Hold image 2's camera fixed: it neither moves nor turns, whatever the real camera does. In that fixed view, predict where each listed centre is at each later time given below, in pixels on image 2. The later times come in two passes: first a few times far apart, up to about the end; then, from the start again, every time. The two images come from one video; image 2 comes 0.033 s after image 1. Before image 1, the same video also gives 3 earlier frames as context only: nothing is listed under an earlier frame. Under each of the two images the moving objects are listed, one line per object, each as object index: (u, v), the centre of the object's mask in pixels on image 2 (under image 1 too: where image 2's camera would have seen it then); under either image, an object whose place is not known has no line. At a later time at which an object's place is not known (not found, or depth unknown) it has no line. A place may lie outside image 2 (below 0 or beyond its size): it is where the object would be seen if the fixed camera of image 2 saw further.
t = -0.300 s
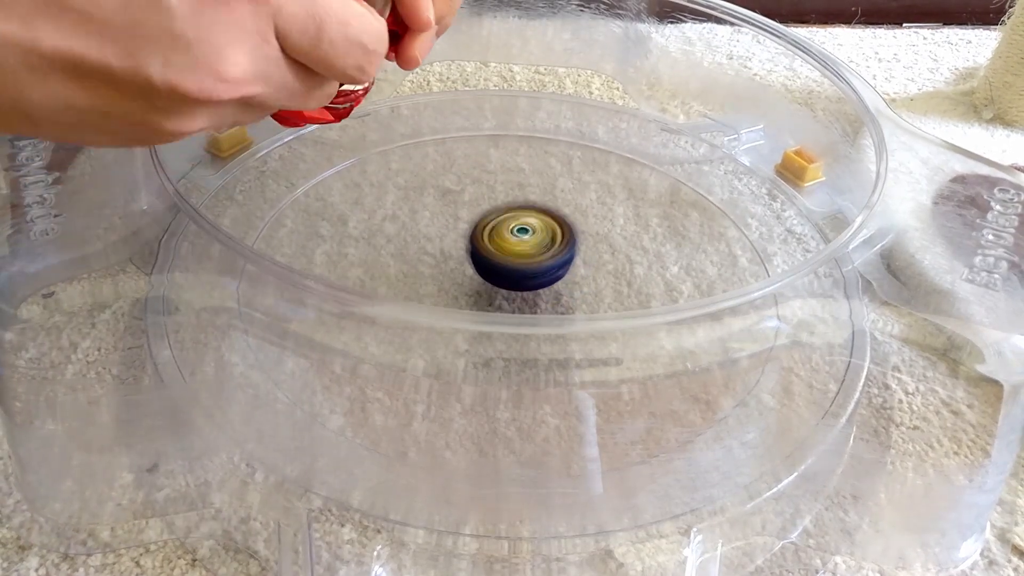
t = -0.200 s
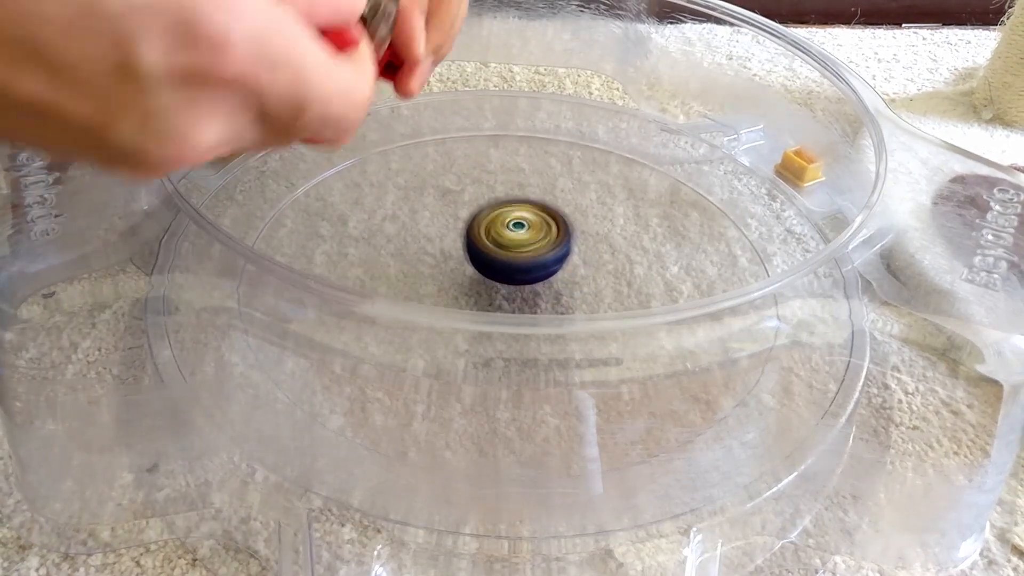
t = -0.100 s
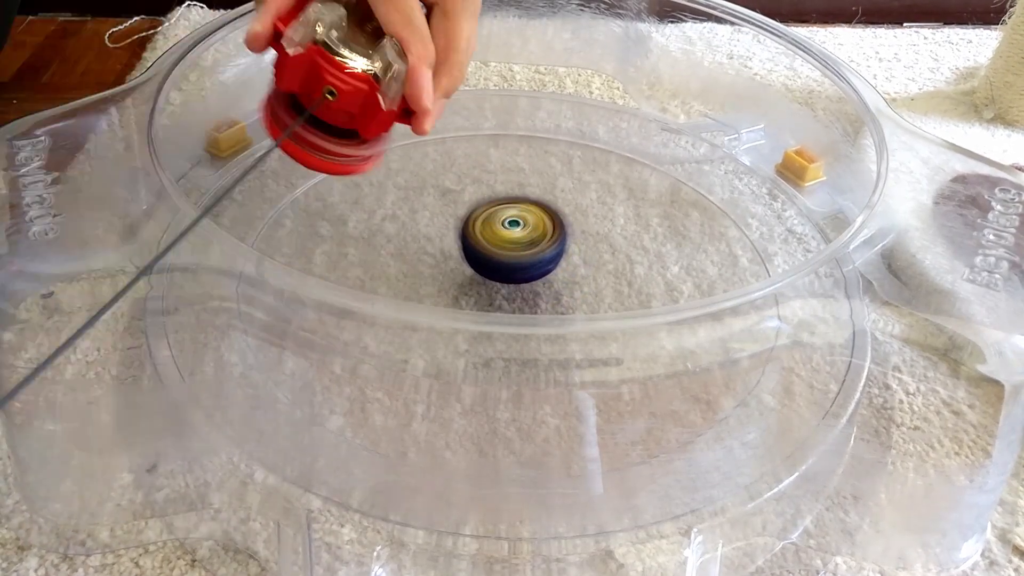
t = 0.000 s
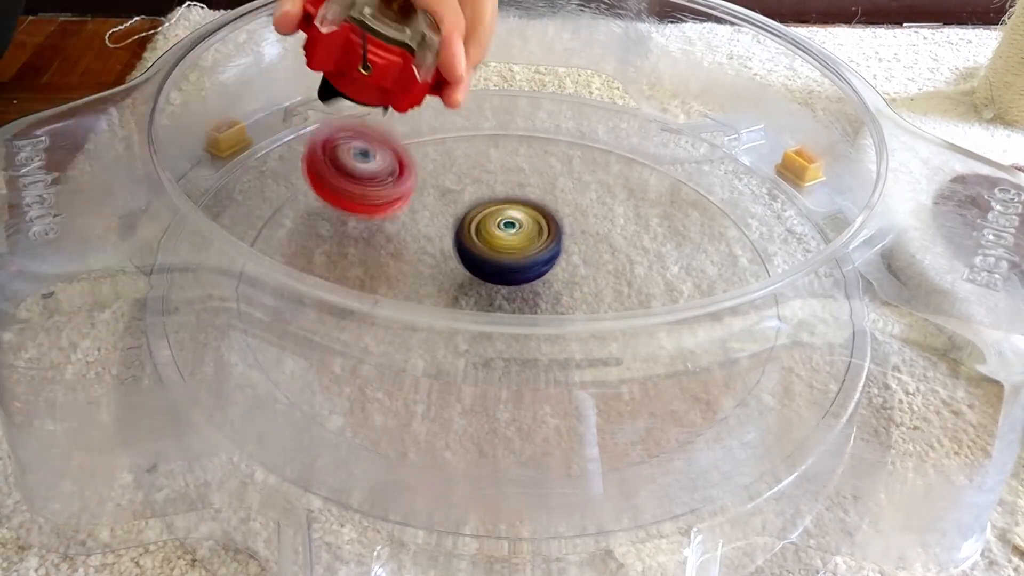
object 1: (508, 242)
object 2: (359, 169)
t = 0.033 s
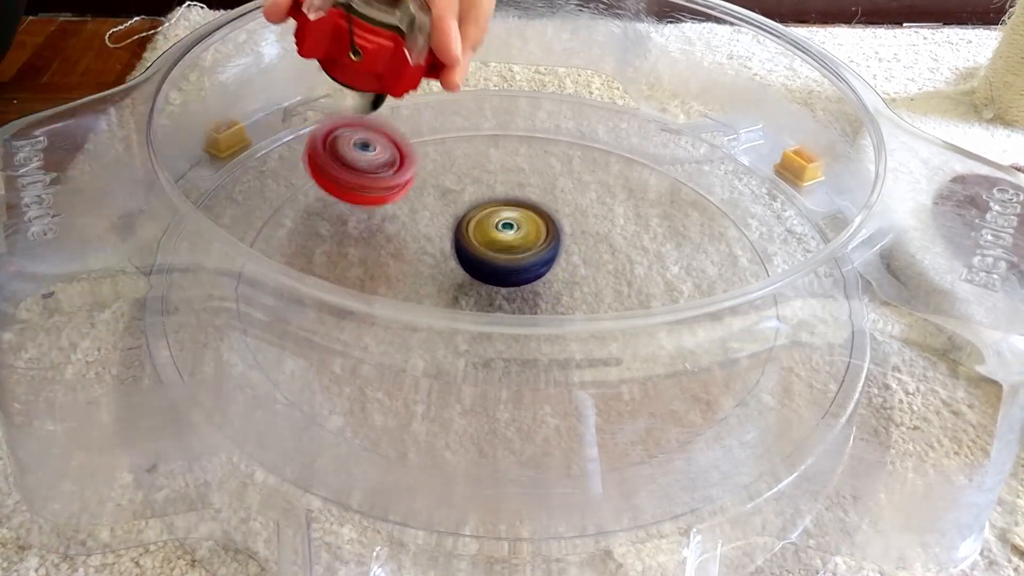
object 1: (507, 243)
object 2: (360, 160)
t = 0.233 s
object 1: (490, 246)
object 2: (370, 132)
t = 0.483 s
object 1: (476, 257)
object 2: (365, 140)
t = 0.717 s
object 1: (470, 265)
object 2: (479, 174)
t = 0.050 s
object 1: (505, 243)
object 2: (361, 152)
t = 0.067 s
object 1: (504, 243)
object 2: (362, 149)
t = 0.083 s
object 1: (502, 243)
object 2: (363, 146)
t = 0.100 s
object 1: (501, 243)
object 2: (363, 142)
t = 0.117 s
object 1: (500, 244)
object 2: (365, 140)
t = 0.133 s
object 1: (498, 243)
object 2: (366, 138)
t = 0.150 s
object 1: (497, 244)
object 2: (367, 136)
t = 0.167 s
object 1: (494, 244)
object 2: (366, 131)
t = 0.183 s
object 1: (494, 245)
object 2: (366, 128)
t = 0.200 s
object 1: (493, 245)
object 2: (367, 129)
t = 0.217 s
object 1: (491, 246)
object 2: (369, 130)
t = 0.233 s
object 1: (490, 246)
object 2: (370, 132)
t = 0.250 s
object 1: (489, 247)
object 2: (370, 133)
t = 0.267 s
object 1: (488, 248)
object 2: (370, 132)
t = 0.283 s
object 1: (487, 249)
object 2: (370, 135)
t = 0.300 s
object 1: (485, 249)
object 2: (370, 135)
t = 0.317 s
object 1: (484, 250)
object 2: (369, 136)
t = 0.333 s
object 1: (483, 251)
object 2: (368, 136)
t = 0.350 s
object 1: (482, 251)
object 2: (367, 136)
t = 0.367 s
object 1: (482, 252)
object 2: (366, 136)
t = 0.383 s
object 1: (480, 253)
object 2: (365, 141)
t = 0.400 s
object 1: (480, 253)
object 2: (365, 140)
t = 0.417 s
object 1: (479, 254)
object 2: (364, 136)
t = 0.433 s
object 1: (478, 254)
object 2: (364, 137)
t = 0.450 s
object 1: (478, 255)
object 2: (364, 137)
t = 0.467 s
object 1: (476, 256)
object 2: (364, 138)
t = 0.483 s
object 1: (476, 257)
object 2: (365, 140)
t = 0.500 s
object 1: (475, 258)
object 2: (368, 142)
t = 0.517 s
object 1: (474, 258)
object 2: (372, 150)
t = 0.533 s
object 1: (474, 259)
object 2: (376, 153)
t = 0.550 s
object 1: (473, 259)
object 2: (382, 157)
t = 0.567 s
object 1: (472, 260)
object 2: (389, 160)
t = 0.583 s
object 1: (472, 261)
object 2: (397, 164)
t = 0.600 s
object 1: (471, 261)
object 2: (405, 167)
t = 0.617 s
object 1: (471, 262)
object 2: (414, 170)
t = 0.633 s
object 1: (470, 262)
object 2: (423, 172)
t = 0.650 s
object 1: (471, 263)
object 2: (435, 173)
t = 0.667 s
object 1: (471, 263)
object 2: (445, 174)
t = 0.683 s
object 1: (470, 264)
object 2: (456, 175)
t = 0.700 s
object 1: (471, 264)
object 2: (468, 175)
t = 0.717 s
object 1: (470, 265)
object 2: (479, 174)
